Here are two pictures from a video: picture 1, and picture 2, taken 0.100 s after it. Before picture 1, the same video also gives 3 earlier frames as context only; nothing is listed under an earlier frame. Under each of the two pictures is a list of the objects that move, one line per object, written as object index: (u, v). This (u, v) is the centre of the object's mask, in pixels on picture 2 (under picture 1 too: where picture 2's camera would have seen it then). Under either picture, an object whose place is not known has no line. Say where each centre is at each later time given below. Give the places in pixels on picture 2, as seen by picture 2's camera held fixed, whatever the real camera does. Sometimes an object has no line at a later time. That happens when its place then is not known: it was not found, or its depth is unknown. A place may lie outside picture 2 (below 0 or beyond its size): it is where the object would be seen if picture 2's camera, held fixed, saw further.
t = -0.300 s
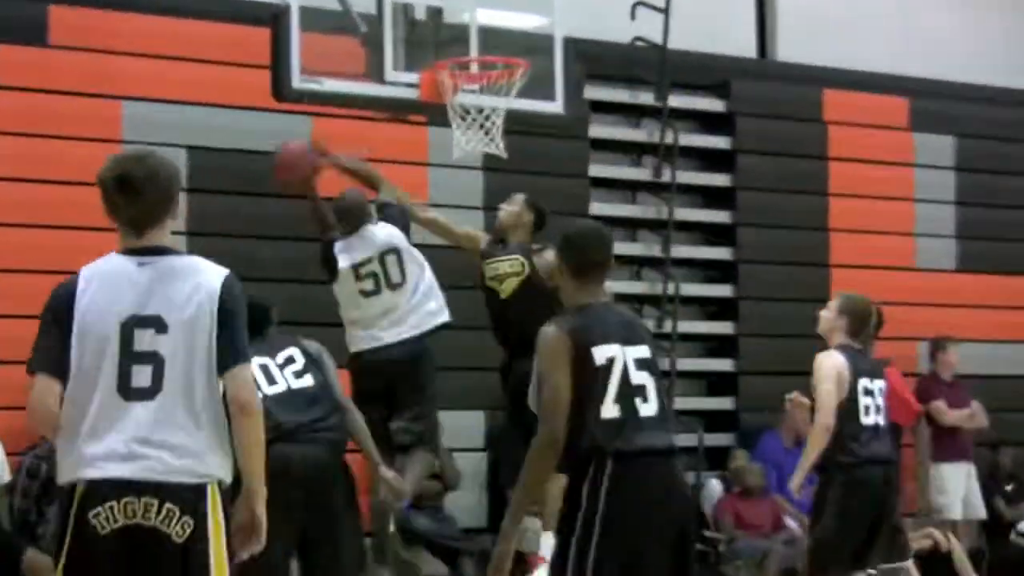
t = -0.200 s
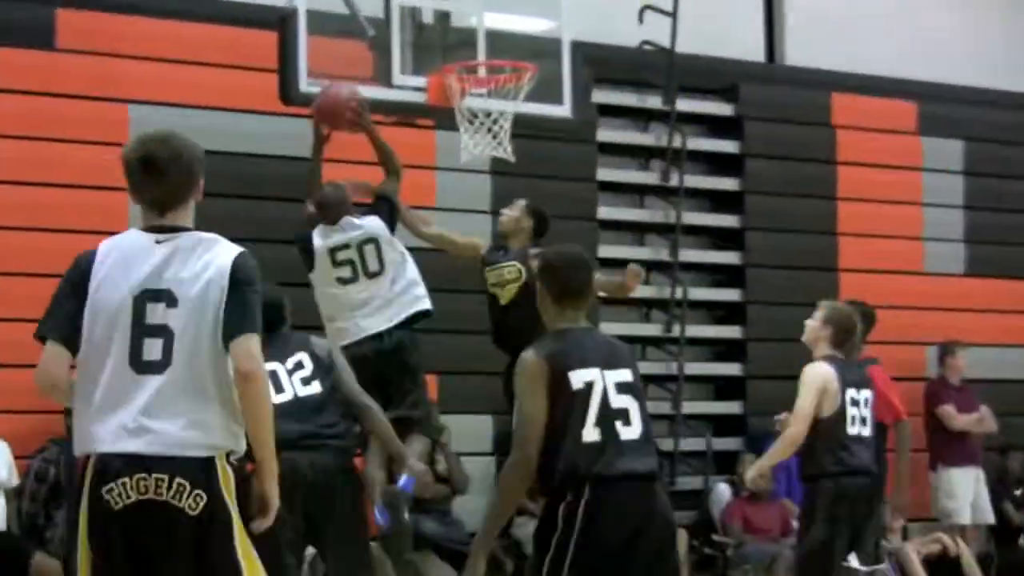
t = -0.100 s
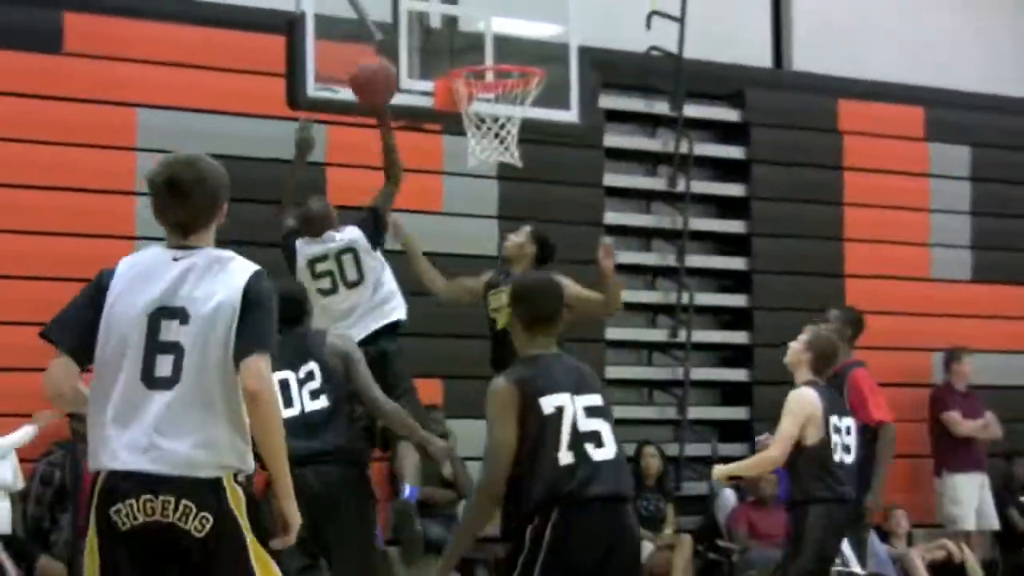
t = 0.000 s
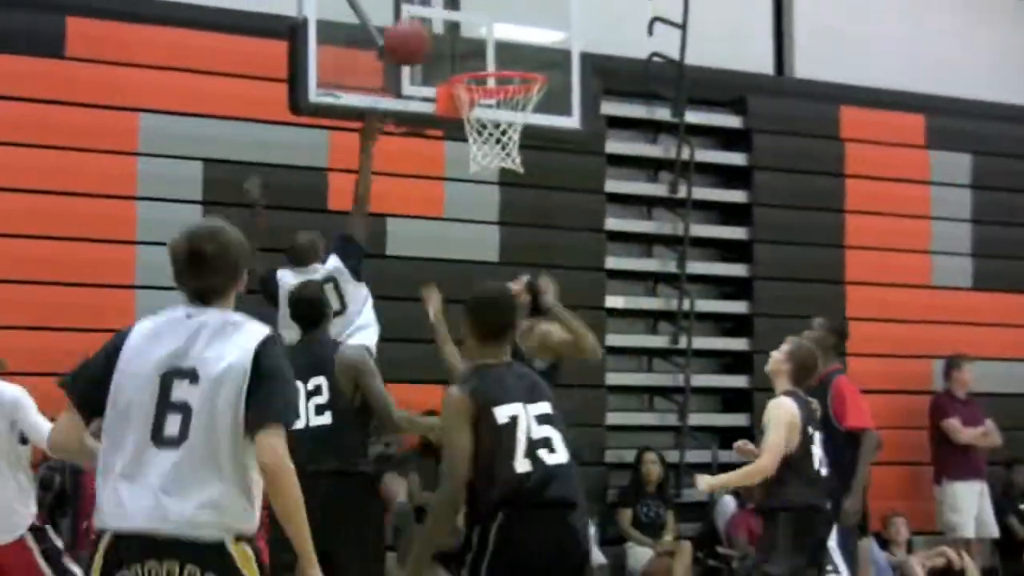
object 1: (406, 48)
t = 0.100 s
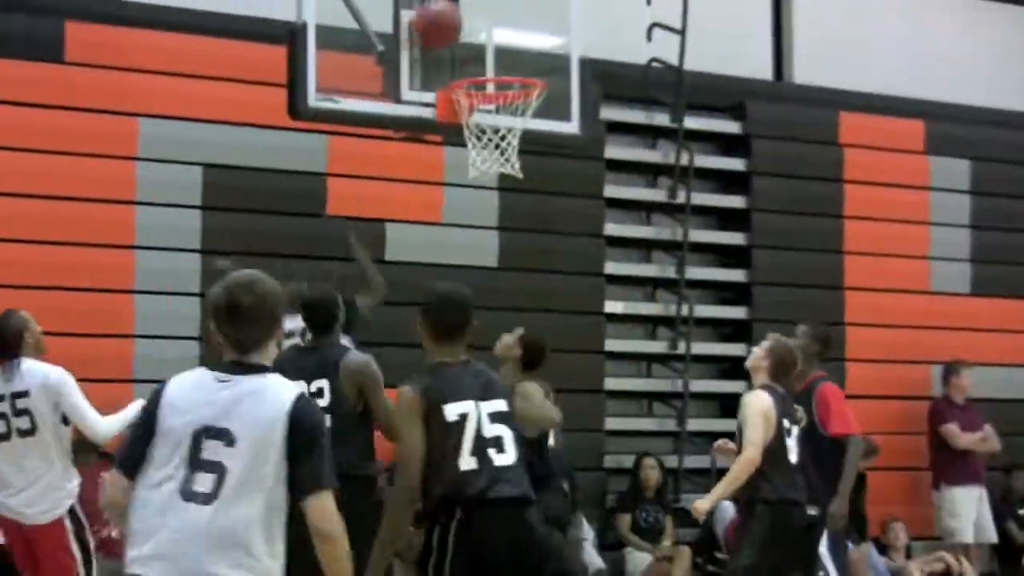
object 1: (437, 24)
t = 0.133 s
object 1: (451, 23)
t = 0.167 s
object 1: (465, 24)
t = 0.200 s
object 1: (479, 29)
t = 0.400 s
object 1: (552, 66)
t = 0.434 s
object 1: (561, 68)
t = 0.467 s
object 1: (570, 73)
